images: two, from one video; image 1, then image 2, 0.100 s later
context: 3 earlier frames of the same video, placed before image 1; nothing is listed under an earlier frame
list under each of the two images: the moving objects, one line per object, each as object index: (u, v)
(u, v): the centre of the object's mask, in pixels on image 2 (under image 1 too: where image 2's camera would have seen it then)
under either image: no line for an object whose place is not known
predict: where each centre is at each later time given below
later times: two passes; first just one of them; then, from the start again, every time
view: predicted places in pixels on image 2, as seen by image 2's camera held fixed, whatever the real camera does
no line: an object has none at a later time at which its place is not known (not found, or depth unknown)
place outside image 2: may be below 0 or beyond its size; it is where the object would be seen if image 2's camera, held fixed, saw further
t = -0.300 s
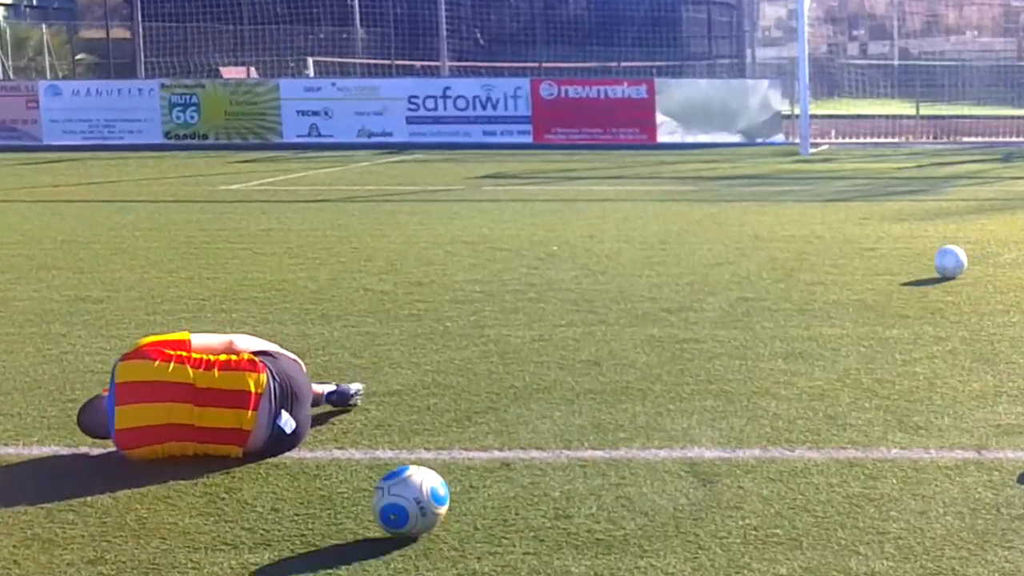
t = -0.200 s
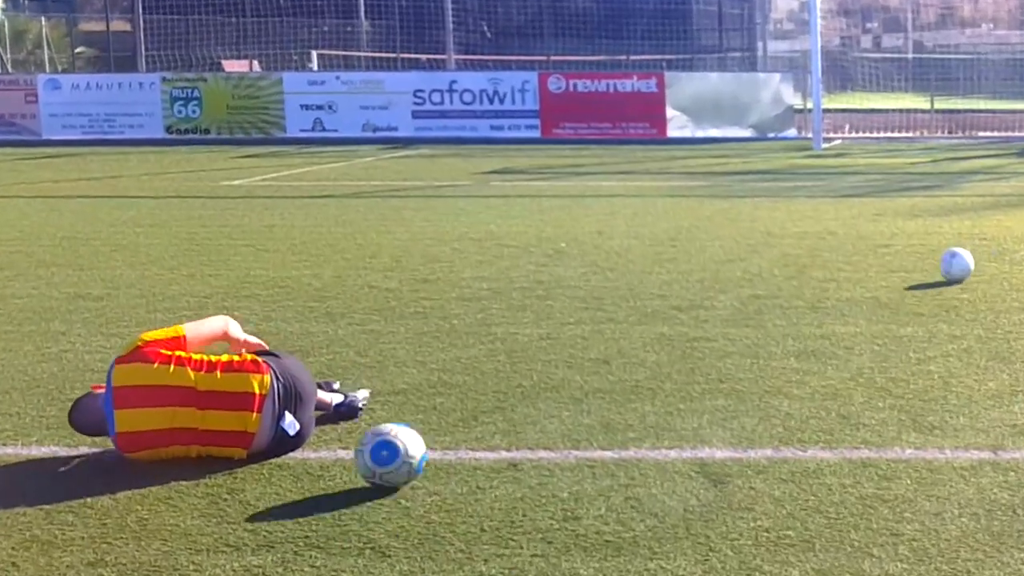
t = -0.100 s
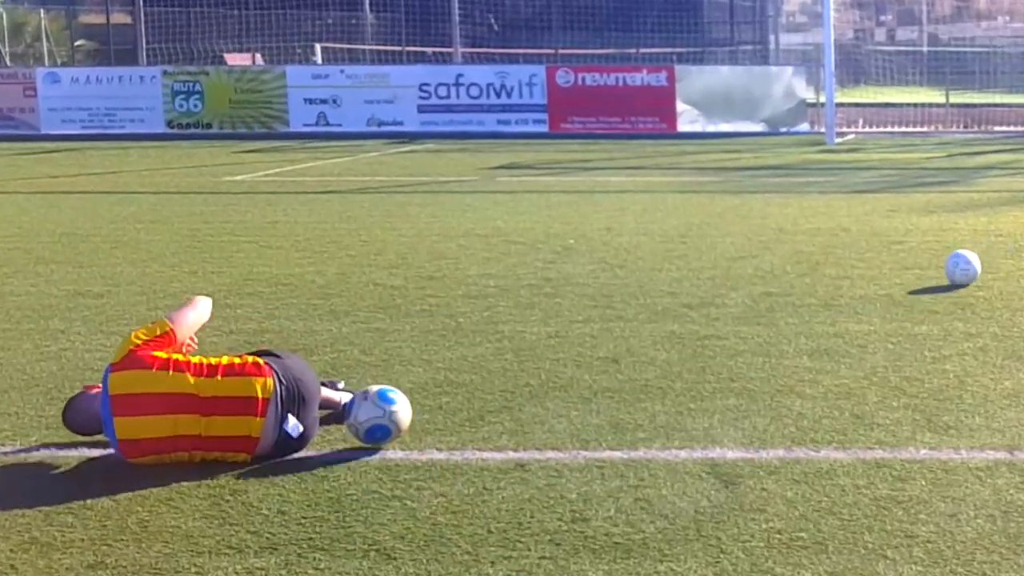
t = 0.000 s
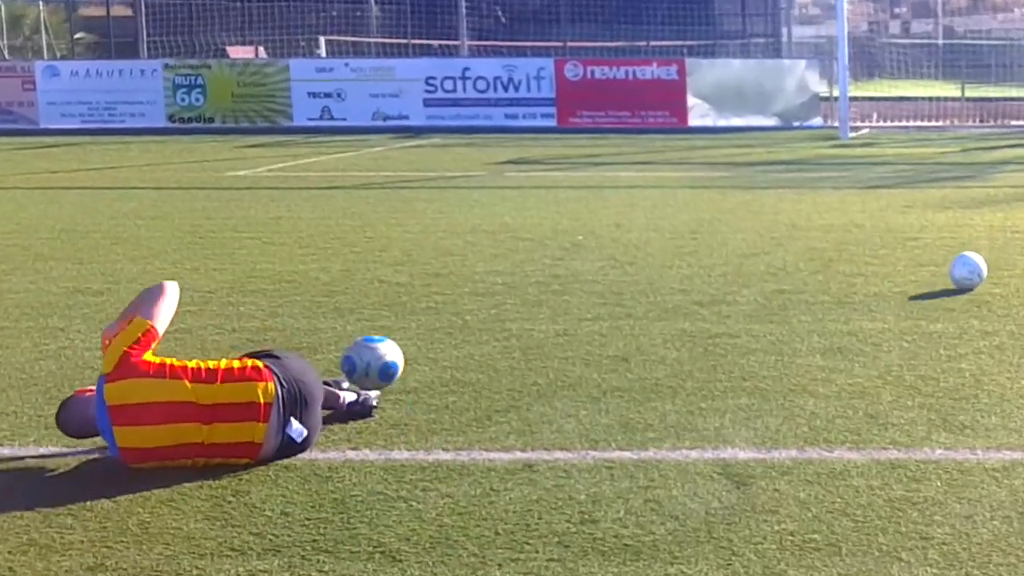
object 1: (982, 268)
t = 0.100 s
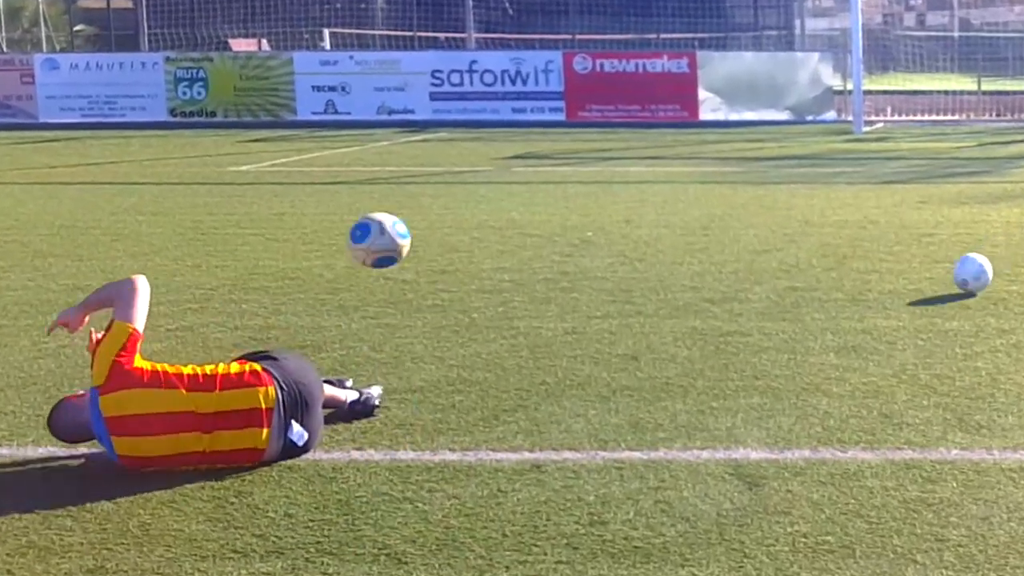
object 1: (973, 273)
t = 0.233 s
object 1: (959, 284)
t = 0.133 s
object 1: (970, 276)
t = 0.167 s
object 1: (966, 280)
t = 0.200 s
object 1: (962, 281)
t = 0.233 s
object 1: (959, 284)
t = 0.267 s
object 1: (956, 286)
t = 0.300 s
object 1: (952, 288)
